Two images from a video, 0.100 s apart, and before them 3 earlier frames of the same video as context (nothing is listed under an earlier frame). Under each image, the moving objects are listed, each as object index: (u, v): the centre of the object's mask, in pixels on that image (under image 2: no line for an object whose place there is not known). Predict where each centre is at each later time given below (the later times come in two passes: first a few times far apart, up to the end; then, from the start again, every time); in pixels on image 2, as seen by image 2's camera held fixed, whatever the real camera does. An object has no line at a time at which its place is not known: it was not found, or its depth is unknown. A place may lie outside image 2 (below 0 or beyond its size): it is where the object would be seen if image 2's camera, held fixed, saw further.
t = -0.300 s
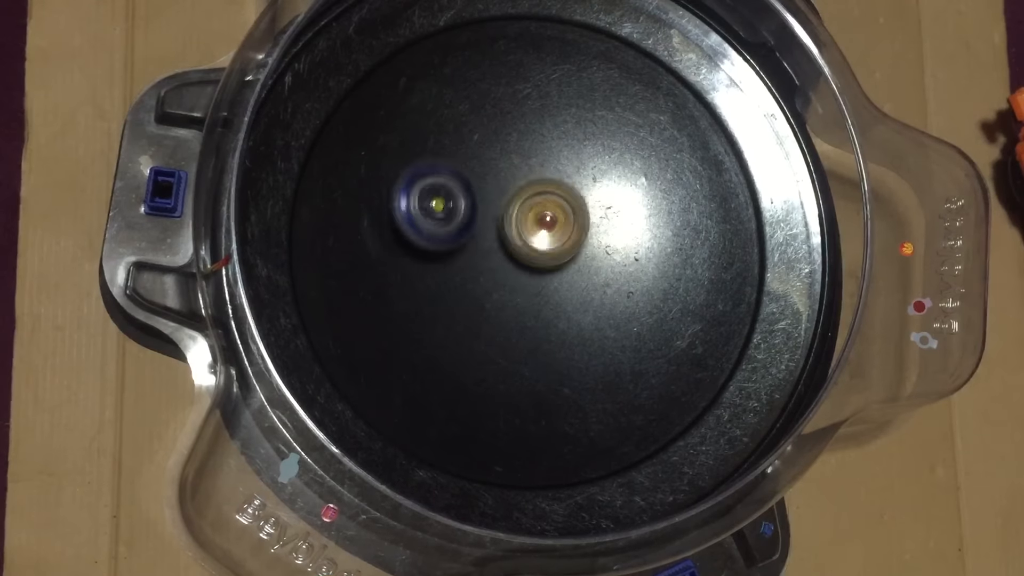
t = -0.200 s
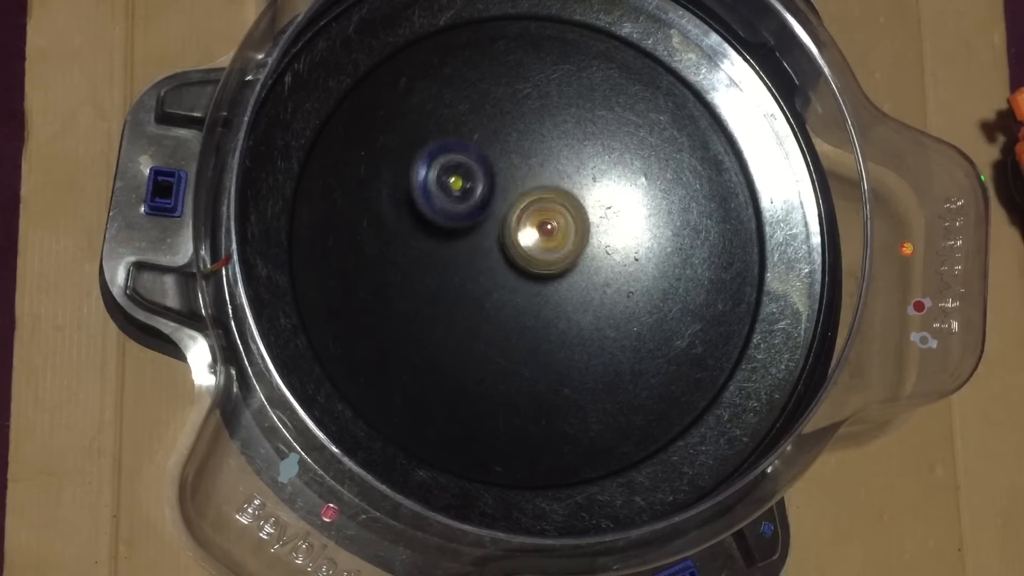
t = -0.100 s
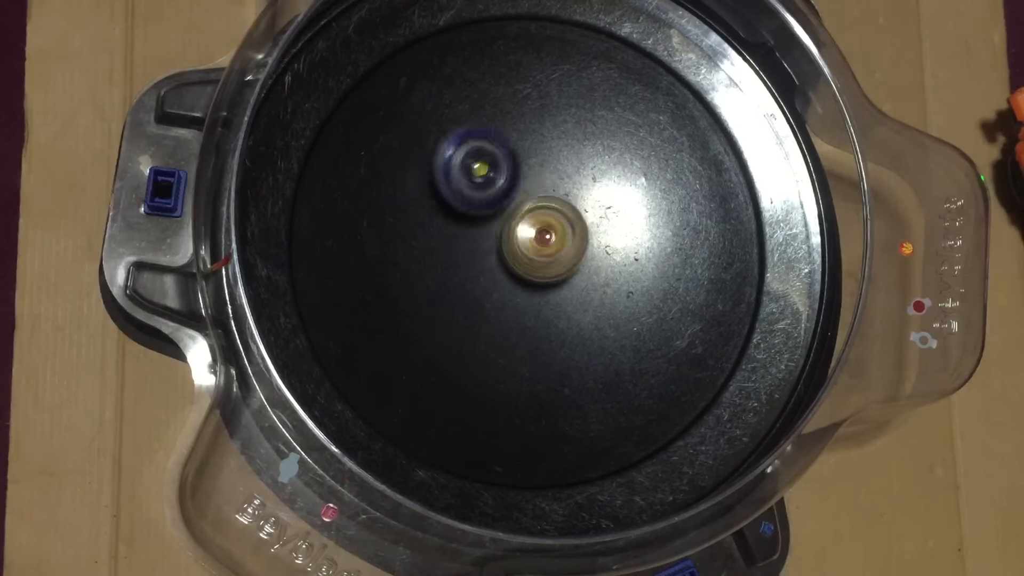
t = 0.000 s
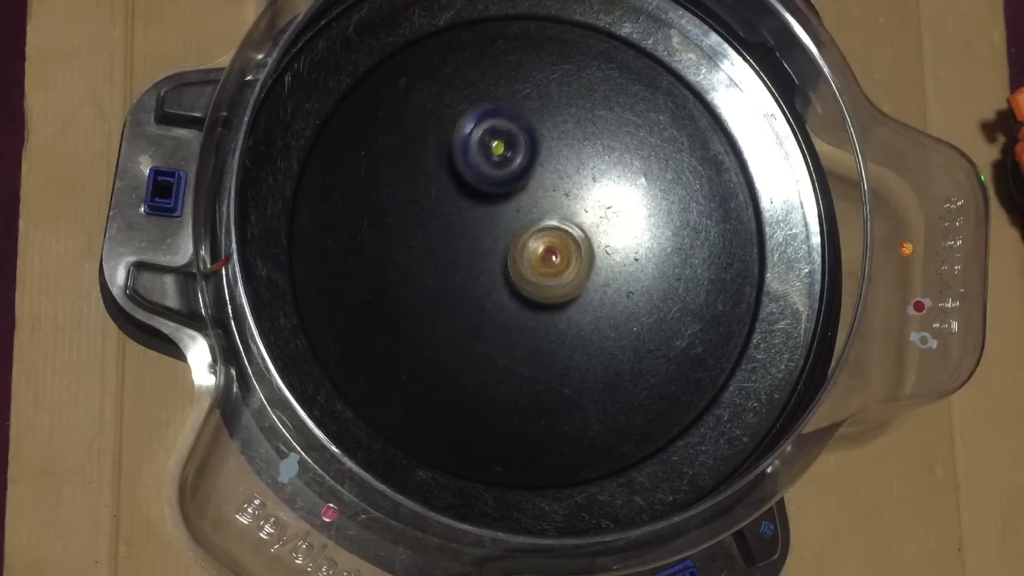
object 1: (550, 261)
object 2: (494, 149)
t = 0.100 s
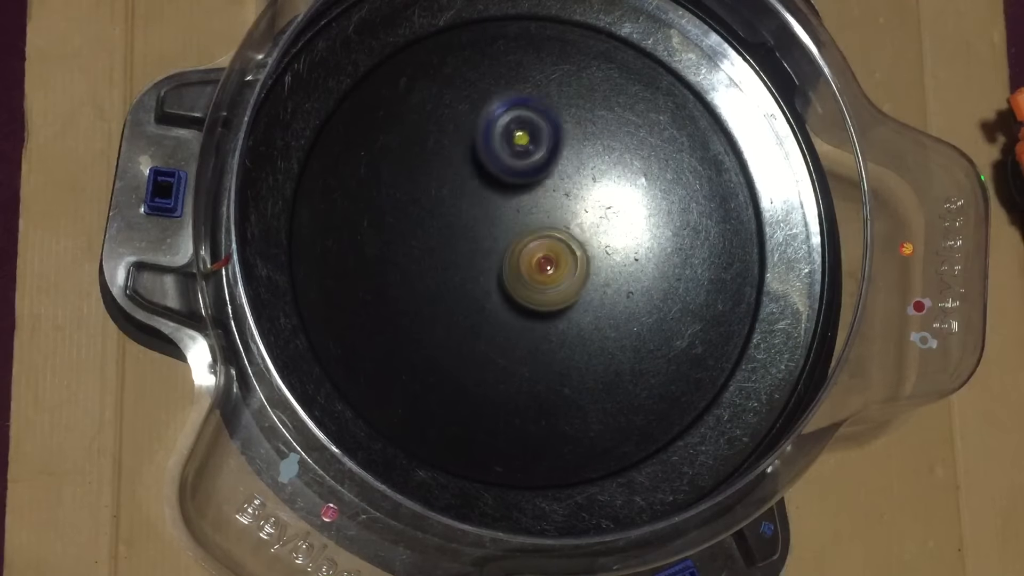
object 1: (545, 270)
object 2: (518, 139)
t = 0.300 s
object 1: (531, 275)
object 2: (568, 156)
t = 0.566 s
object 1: (516, 259)
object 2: (615, 224)
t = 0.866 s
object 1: (528, 236)
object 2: (597, 310)
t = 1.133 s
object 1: (547, 239)
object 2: (527, 338)
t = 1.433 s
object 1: (548, 257)
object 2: (461, 296)
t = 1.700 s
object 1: (559, 259)
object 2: (426, 220)
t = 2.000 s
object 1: (547, 246)
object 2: (485, 160)
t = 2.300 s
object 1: (544, 253)
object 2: (580, 156)
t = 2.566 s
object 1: (536, 263)
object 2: (634, 212)
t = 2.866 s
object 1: (503, 242)
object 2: (624, 314)
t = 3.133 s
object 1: (504, 228)
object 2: (550, 346)
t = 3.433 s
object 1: (535, 229)
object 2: (453, 300)
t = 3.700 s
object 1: (541, 247)
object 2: (437, 219)
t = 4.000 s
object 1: (538, 274)
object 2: (503, 141)
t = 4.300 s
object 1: (538, 263)
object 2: (597, 182)
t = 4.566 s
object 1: (529, 262)
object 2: (637, 274)
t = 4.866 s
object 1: (529, 251)
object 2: (558, 352)
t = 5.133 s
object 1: (531, 249)
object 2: (465, 318)
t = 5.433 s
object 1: (534, 251)
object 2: (437, 210)
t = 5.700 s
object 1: (532, 251)
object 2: (503, 154)
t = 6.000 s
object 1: (530, 251)
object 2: (603, 194)
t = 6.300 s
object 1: (516, 243)
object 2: (634, 301)
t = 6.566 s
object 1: (517, 244)
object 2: (561, 337)
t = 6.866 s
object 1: (521, 211)
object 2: (452, 322)
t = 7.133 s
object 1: (562, 217)
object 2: (435, 208)
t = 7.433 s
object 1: (566, 275)
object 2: (532, 146)
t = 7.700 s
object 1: (511, 323)
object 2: (576, 227)
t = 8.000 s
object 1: (469, 257)
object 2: (568, 280)
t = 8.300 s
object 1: (543, 182)
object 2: (550, 275)
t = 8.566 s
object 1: (632, 248)
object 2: (543, 264)
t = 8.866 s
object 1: (586, 310)
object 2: (547, 232)
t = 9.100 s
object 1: (569, 303)
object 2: (543, 231)
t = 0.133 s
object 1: (544, 272)
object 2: (526, 139)
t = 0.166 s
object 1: (541, 274)
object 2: (535, 140)
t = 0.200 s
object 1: (538, 275)
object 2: (543, 142)
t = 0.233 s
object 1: (536, 275)
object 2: (552, 145)
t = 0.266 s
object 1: (533, 275)
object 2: (560, 149)
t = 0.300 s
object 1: (531, 275)
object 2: (568, 156)
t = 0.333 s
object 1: (528, 274)
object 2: (576, 163)
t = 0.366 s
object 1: (526, 273)
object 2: (583, 172)
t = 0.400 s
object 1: (523, 272)
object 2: (590, 180)
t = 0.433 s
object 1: (521, 270)
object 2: (598, 187)
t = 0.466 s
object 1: (520, 268)
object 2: (603, 196)
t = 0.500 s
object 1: (518, 265)
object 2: (608, 205)
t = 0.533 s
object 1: (517, 262)
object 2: (612, 214)
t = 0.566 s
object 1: (516, 259)
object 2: (615, 224)
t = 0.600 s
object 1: (516, 257)
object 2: (617, 234)
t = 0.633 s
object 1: (516, 253)
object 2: (618, 244)
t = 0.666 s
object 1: (516, 250)
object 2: (618, 254)
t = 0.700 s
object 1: (517, 247)
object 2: (618, 265)
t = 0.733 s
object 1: (519, 244)
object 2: (615, 276)
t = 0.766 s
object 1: (520, 241)
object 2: (612, 286)
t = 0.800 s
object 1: (522, 240)
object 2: (608, 294)
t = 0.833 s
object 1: (525, 238)
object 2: (602, 302)
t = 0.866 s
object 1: (528, 236)
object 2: (597, 310)
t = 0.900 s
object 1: (531, 235)
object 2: (590, 317)
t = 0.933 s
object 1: (534, 234)
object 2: (581, 323)
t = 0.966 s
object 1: (536, 234)
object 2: (572, 328)
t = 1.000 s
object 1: (539, 234)
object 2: (563, 332)
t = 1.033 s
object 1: (541, 235)
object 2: (553, 335)
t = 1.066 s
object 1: (544, 236)
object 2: (544, 337)
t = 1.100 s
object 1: (546, 237)
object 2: (536, 339)
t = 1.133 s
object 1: (547, 239)
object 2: (527, 338)
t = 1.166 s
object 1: (548, 240)
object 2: (519, 337)
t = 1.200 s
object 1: (549, 242)
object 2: (509, 336)
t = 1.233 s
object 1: (550, 244)
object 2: (502, 333)
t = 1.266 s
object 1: (551, 247)
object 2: (494, 329)
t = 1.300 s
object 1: (551, 249)
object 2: (487, 324)
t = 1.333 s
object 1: (550, 251)
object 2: (479, 318)
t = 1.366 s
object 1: (550, 254)
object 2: (472, 312)
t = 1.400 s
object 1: (549, 255)
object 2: (466, 304)
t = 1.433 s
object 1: (548, 257)
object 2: (461, 296)
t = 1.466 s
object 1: (546, 259)
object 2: (457, 287)
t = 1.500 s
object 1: (546, 259)
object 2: (452, 278)
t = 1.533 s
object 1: (553, 260)
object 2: (440, 267)
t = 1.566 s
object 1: (559, 260)
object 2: (433, 258)
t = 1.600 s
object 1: (562, 260)
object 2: (429, 249)
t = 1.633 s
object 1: (562, 261)
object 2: (427, 239)
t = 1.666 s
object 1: (561, 260)
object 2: (426, 230)
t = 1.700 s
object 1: (559, 259)
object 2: (426, 220)
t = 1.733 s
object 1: (558, 259)
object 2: (427, 212)
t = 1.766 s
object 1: (556, 257)
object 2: (431, 202)
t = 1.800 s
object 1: (555, 256)
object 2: (434, 194)
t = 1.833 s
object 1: (553, 254)
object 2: (440, 187)
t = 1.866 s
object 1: (552, 253)
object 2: (447, 180)
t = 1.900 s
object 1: (551, 251)
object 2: (456, 173)
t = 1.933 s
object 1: (550, 249)
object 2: (465, 168)
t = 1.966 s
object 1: (549, 247)
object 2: (475, 163)
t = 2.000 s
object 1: (547, 246)
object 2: (485, 160)
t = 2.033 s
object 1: (547, 245)
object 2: (496, 158)
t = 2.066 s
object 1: (546, 245)
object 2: (508, 156)
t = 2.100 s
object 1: (546, 248)
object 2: (519, 151)
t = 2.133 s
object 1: (546, 249)
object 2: (528, 148)
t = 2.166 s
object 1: (546, 249)
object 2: (539, 148)
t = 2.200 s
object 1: (546, 249)
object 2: (549, 149)
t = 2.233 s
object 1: (547, 248)
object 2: (558, 152)
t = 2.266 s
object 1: (547, 248)
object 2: (568, 156)
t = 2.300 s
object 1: (544, 253)
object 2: (580, 156)
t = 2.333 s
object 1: (541, 258)
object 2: (591, 157)
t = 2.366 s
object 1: (540, 260)
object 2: (601, 161)
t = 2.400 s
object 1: (539, 260)
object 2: (610, 167)
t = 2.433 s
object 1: (539, 261)
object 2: (617, 172)
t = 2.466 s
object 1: (539, 262)
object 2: (623, 182)
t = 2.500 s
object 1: (538, 262)
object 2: (628, 191)
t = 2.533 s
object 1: (537, 263)
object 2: (631, 202)
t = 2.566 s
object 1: (536, 263)
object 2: (634, 212)
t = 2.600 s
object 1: (536, 263)
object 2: (635, 222)
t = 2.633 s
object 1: (535, 263)
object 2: (635, 233)
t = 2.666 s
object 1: (534, 263)
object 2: (633, 245)
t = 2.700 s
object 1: (533, 262)
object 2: (631, 256)
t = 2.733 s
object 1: (532, 260)
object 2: (628, 268)
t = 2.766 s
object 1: (532, 260)
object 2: (623, 278)
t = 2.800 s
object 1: (524, 254)
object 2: (624, 292)
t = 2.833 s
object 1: (511, 247)
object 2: (626, 304)
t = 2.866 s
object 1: (503, 242)
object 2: (624, 314)
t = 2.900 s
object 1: (501, 237)
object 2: (620, 323)
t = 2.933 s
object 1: (500, 234)
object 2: (612, 330)
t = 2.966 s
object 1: (500, 232)
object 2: (605, 335)
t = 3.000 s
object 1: (500, 231)
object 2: (595, 340)
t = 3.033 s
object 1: (501, 230)
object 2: (585, 344)
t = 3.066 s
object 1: (501, 229)
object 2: (574, 346)
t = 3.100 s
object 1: (503, 229)
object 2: (562, 346)
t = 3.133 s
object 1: (504, 228)
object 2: (550, 346)
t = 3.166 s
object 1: (506, 228)
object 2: (540, 344)
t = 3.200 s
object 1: (508, 229)
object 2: (528, 341)
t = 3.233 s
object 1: (510, 229)
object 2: (516, 338)
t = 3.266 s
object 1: (512, 229)
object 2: (506, 332)
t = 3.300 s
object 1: (514, 230)
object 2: (496, 326)
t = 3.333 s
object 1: (517, 232)
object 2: (485, 317)
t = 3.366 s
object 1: (521, 232)
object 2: (475, 310)
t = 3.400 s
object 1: (529, 229)
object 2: (462, 307)
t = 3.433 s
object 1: (535, 229)
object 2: (453, 300)
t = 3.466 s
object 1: (541, 230)
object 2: (447, 293)
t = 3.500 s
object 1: (542, 232)
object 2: (441, 284)
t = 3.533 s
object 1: (543, 236)
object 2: (436, 273)
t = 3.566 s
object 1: (543, 237)
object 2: (433, 263)
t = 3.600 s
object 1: (543, 240)
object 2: (433, 253)
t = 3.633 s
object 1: (543, 243)
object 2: (432, 242)
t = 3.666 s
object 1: (542, 244)
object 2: (434, 232)
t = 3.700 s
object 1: (541, 247)
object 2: (437, 219)
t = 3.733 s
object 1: (539, 249)
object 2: (442, 210)
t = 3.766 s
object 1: (537, 250)
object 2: (450, 200)
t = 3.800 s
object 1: (534, 251)
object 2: (458, 192)
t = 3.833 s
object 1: (535, 255)
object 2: (464, 183)
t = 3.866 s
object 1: (539, 265)
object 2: (468, 166)
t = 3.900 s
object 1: (541, 271)
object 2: (474, 157)
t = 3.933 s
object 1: (540, 274)
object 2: (483, 149)
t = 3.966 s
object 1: (540, 275)
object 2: (493, 144)
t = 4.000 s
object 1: (538, 274)
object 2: (503, 141)
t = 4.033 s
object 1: (538, 273)
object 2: (515, 140)
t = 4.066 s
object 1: (538, 272)
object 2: (526, 139)
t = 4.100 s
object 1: (537, 271)
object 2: (535, 140)
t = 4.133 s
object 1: (536, 270)
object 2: (546, 144)
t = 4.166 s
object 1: (537, 268)
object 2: (558, 150)
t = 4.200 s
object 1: (537, 266)
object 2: (569, 154)
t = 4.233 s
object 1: (537, 266)
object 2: (578, 163)
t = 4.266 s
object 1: (538, 264)
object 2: (589, 171)
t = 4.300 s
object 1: (538, 263)
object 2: (597, 182)
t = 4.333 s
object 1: (539, 262)
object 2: (605, 193)
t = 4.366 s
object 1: (539, 261)
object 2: (612, 205)
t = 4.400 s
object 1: (533, 263)
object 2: (623, 216)
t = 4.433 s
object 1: (529, 263)
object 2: (633, 228)
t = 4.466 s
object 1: (527, 262)
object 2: (637, 239)
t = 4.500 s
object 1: (527, 261)
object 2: (639, 252)
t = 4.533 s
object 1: (528, 261)
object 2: (639, 264)
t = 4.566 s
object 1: (529, 262)
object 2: (637, 274)
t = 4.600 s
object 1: (529, 263)
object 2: (632, 286)
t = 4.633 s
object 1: (530, 262)
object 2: (625, 296)
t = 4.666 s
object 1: (530, 261)
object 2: (618, 306)
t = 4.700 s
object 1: (531, 262)
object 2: (609, 314)
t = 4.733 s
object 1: (531, 261)
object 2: (599, 323)
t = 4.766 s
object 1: (529, 259)
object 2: (590, 332)
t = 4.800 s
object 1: (528, 254)
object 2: (580, 341)
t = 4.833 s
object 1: (529, 252)
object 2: (569, 348)
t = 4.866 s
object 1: (529, 251)
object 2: (558, 352)
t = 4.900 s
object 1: (529, 251)
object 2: (546, 354)
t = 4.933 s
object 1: (529, 251)
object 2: (532, 353)
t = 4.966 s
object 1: (530, 250)
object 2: (519, 350)
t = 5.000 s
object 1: (530, 250)
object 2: (507, 347)
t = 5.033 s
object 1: (530, 249)
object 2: (495, 342)
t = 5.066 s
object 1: (530, 250)
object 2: (483, 336)
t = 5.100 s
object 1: (531, 250)
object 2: (473, 326)
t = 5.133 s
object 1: (531, 249)
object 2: (465, 318)
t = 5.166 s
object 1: (531, 250)
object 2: (456, 307)
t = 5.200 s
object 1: (532, 250)
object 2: (448, 297)
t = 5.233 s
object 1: (532, 250)
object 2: (444, 283)
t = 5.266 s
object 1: (532, 250)
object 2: (439, 271)
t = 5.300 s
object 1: (532, 250)
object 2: (435, 258)
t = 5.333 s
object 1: (532, 250)
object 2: (432, 244)
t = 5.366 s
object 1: (533, 250)
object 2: (435, 232)
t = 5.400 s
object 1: (534, 251)
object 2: (435, 219)
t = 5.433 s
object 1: (534, 251)
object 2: (437, 210)
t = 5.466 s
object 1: (534, 251)
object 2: (441, 199)
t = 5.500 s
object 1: (533, 252)
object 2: (447, 189)
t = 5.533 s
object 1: (533, 252)
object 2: (454, 180)
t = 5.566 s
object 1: (533, 252)
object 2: (462, 172)
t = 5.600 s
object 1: (533, 252)
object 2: (472, 165)
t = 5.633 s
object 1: (533, 252)
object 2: (482, 159)
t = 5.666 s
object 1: (533, 252)
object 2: (493, 156)
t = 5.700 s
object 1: (532, 251)
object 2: (503, 154)
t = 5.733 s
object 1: (532, 251)
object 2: (516, 154)
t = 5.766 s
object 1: (532, 250)
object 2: (526, 154)
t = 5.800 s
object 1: (532, 250)
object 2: (539, 155)
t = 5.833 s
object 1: (532, 250)
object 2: (551, 160)
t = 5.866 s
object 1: (530, 251)
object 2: (562, 163)
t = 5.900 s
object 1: (530, 254)
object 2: (575, 168)
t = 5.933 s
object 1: (528, 252)
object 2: (585, 175)
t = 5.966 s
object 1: (529, 252)
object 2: (595, 183)
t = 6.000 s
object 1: (530, 251)
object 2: (603, 194)
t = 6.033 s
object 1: (530, 252)
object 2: (610, 205)
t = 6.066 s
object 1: (530, 253)
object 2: (617, 216)
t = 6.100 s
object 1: (529, 252)
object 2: (621, 228)
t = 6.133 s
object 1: (529, 251)
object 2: (623, 241)
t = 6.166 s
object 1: (530, 251)
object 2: (623, 252)
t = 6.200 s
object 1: (524, 250)
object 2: (629, 267)
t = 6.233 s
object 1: (517, 246)
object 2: (634, 281)
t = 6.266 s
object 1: (515, 245)
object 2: (635, 292)
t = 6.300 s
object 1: (516, 243)
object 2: (634, 301)
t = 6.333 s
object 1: (517, 243)
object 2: (630, 312)
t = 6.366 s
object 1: (516, 244)
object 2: (624, 319)
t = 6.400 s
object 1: (516, 244)
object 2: (615, 326)
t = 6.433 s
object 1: (516, 244)
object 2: (607, 331)
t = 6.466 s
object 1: (517, 244)
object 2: (597, 334)
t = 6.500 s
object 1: (517, 244)
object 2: (585, 337)
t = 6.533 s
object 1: (517, 244)
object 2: (573, 338)
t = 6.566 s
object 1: (517, 244)
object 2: (561, 337)
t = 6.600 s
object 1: (517, 245)
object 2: (546, 335)
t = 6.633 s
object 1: (519, 236)
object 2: (530, 343)
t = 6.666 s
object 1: (520, 225)
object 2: (515, 350)
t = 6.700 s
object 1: (520, 215)
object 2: (499, 353)
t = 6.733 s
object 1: (523, 210)
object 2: (487, 352)
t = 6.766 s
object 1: (523, 209)
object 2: (477, 348)
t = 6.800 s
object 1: (524, 211)
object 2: (468, 342)
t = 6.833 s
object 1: (522, 211)
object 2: (460, 333)
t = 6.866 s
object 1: (521, 211)
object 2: (452, 322)
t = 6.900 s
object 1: (520, 210)
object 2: (448, 309)
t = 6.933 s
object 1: (520, 210)
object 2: (445, 297)
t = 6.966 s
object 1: (521, 211)
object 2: (444, 281)
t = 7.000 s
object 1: (520, 211)
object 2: (445, 268)
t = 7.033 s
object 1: (523, 211)
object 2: (446, 252)
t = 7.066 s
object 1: (535, 214)
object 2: (438, 240)
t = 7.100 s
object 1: (551, 215)
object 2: (435, 222)
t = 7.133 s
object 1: (562, 217)
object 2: (435, 208)
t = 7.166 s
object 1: (568, 221)
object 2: (440, 195)
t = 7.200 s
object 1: (572, 225)
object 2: (447, 185)
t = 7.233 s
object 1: (569, 229)
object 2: (459, 176)
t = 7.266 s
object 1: (568, 230)
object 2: (471, 168)
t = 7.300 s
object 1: (565, 232)
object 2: (485, 164)
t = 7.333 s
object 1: (563, 233)
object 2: (499, 163)
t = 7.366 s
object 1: (565, 242)
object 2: (514, 159)
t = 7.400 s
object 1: (566, 259)
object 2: (522, 149)
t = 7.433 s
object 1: (566, 275)
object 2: (532, 146)
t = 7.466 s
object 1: (561, 287)
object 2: (541, 148)
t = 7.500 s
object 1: (555, 298)
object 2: (551, 153)
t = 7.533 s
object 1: (549, 308)
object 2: (558, 162)
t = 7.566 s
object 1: (542, 315)
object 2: (565, 172)
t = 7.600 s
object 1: (533, 320)
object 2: (570, 184)
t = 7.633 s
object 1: (525, 322)
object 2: (574, 197)
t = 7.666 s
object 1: (519, 324)
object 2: (576, 211)
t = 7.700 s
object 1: (511, 323)
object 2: (576, 227)
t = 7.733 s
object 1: (505, 320)
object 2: (575, 241)
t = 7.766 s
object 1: (500, 315)
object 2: (572, 255)
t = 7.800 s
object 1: (493, 310)
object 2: (569, 266)
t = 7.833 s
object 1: (480, 307)
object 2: (573, 276)
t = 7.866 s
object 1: (472, 299)
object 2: (576, 279)
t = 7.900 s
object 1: (466, 289)
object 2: (575, 284)
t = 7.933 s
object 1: (466, 279)
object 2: (573, 282)
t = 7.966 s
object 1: (466, 270)
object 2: (571, 281)
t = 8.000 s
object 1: (469, 257)
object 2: (568, 280)
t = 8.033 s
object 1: (474, 247)
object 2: (563, 279)
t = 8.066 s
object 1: (480, 237)
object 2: (559, 276)
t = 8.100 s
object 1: (487, 223)
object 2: (555, 279)
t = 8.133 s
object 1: (495, 205)
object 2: (552, 282)
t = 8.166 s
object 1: (503, 192)
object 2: (550, 283)
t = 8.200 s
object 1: (513, 182)
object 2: (549, 280)
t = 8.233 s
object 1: (523, 179)
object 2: (549, 277)
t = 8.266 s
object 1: (533, 179)
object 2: (549, 274)
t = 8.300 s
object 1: (543, 182)
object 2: (550, 275)
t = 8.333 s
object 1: (552, 186)
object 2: (549, 274)
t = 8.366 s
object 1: (561, 194)
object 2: (548, 274)
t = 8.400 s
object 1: (578, 202)
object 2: (541, 274)
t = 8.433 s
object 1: (594, 211)
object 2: (537, 273)
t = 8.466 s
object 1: (608, 221)
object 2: (536, 270)
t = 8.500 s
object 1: (619, 232)
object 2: (537, 265)
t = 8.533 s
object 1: (629, 240)
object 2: (538, 263)
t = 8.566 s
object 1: (632, 248)
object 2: (543, 264)
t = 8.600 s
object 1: (632, 257)
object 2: (545, 265)
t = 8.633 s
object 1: (631, 264)
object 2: (546, 269)
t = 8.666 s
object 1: (629, 270)
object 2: (545, 269)
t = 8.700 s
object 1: (627, 277)
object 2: (545, 266)
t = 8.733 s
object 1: (621, 288)
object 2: (543, 256)
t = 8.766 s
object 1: (612, 296)
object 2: (546, 249)
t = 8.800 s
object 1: (601, 302)
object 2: (548, 244)
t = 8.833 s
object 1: (594, 307)
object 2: (548, 239)
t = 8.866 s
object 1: (586, 310)
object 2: (547, 232)
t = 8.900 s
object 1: (581, 309)
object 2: (547, 233)
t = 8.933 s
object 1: (576, 307)
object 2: (548, 226)
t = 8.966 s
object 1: (573, 306)
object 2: (548, 224)
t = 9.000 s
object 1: (571, 305)
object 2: (550, 225)
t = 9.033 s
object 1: (570, 304)
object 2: (549, 227)
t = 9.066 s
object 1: (569, 304)
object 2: (546, 231)
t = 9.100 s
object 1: (569, 303)
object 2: (543, 231)
